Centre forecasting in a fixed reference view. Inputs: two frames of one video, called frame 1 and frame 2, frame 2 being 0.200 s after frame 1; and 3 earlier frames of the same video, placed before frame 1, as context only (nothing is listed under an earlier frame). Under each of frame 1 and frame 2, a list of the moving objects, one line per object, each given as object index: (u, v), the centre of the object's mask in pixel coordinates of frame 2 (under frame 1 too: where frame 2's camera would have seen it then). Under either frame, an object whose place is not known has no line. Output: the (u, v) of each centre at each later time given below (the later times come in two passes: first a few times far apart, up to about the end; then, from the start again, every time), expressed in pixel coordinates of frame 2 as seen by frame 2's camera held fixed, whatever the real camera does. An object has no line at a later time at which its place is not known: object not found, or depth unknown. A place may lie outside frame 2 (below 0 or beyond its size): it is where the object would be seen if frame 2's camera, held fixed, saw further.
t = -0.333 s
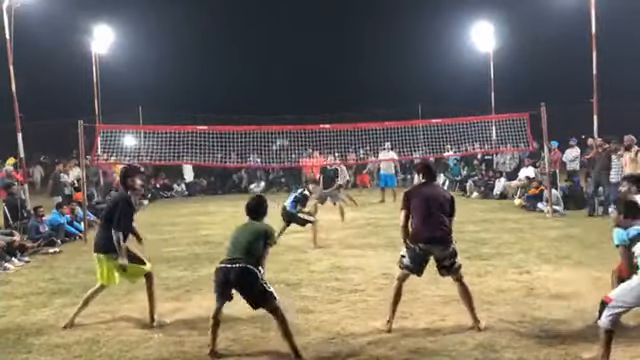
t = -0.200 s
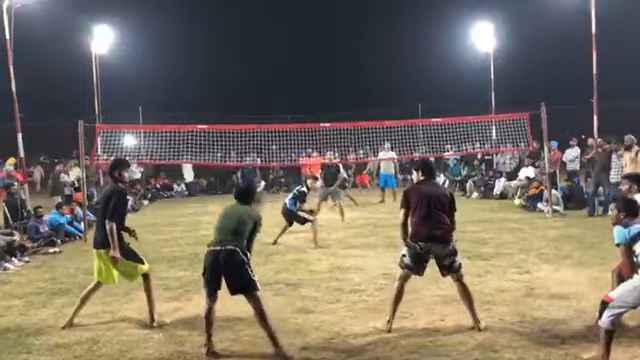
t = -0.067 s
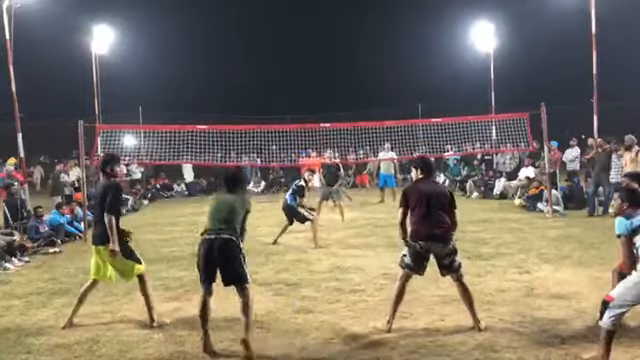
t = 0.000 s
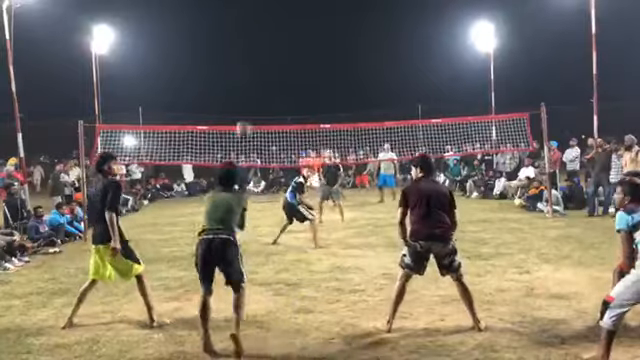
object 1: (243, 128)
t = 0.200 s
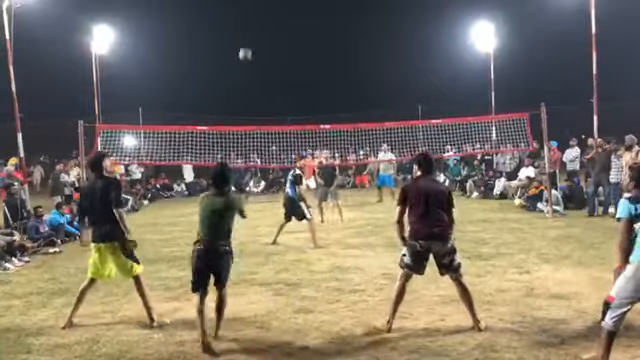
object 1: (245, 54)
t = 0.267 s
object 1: (245, 40)
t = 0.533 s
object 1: (249, 20)
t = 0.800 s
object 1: (253, 34)
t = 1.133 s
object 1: (259, 80)
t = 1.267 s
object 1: (262, 104)
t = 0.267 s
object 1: (245, 40)
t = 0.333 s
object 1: (246, 31)
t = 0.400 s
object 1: (247, 24)
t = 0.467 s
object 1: (248, 21)
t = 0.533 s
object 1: (249, 20)
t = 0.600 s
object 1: (250, 21)
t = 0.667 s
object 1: (251, 24)
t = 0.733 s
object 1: (252, 28)
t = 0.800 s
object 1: (253, 34)
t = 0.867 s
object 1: (254, 41)
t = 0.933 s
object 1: (256, 50)
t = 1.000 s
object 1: (256, 59)
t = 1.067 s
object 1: (258, 70)
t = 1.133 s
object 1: (259, 80)
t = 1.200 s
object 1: (261, 92)
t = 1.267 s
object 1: (262, 104)
